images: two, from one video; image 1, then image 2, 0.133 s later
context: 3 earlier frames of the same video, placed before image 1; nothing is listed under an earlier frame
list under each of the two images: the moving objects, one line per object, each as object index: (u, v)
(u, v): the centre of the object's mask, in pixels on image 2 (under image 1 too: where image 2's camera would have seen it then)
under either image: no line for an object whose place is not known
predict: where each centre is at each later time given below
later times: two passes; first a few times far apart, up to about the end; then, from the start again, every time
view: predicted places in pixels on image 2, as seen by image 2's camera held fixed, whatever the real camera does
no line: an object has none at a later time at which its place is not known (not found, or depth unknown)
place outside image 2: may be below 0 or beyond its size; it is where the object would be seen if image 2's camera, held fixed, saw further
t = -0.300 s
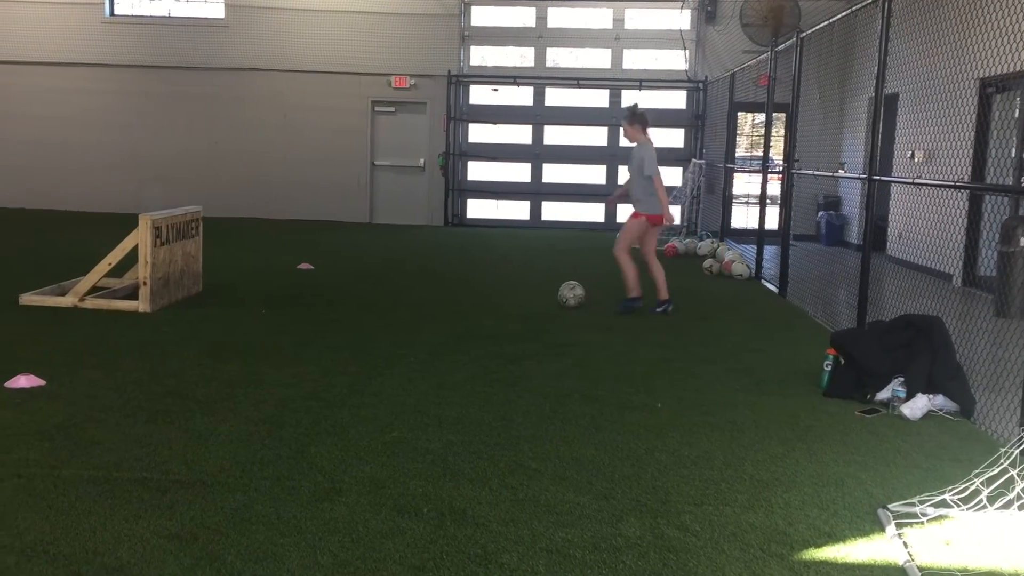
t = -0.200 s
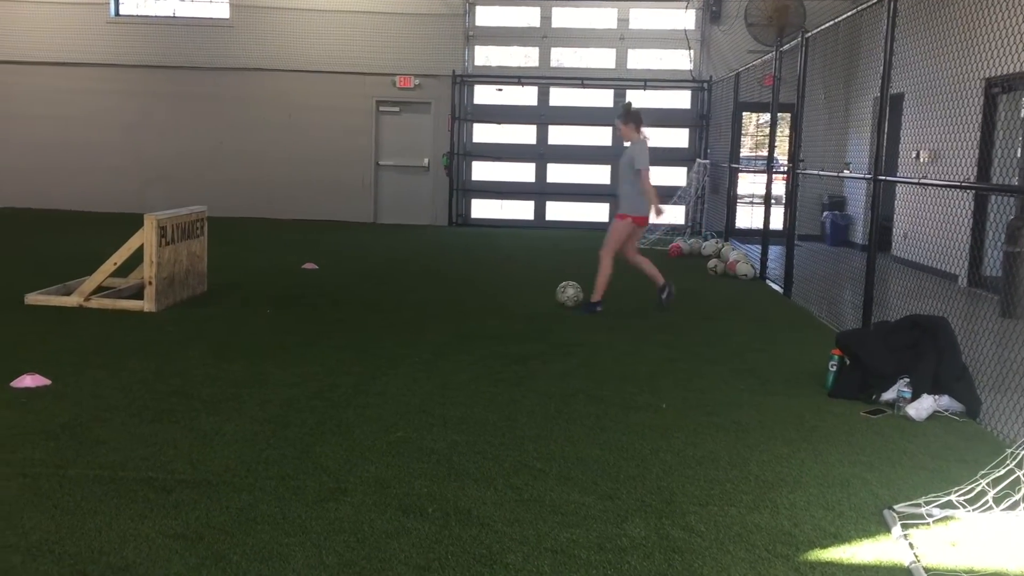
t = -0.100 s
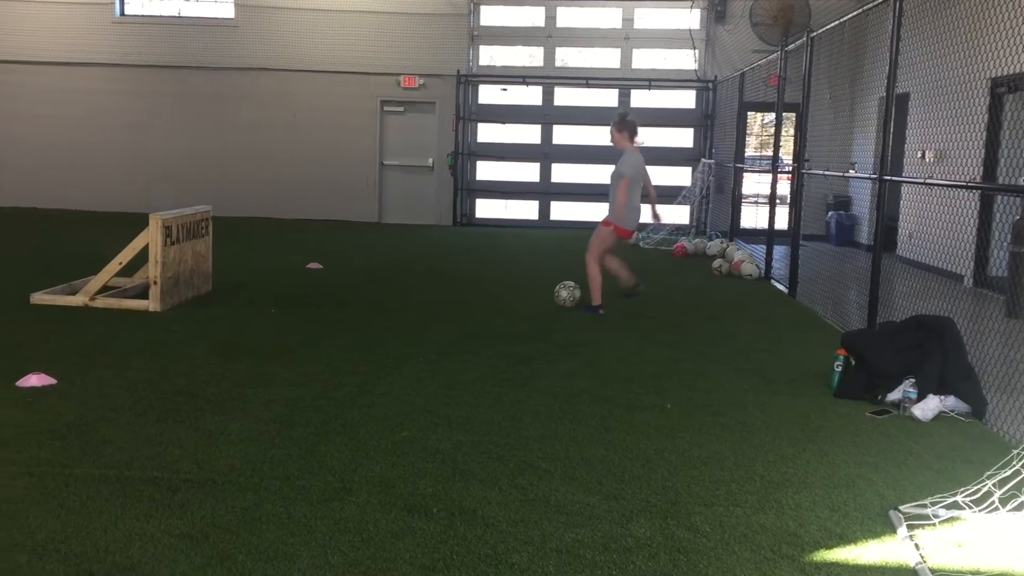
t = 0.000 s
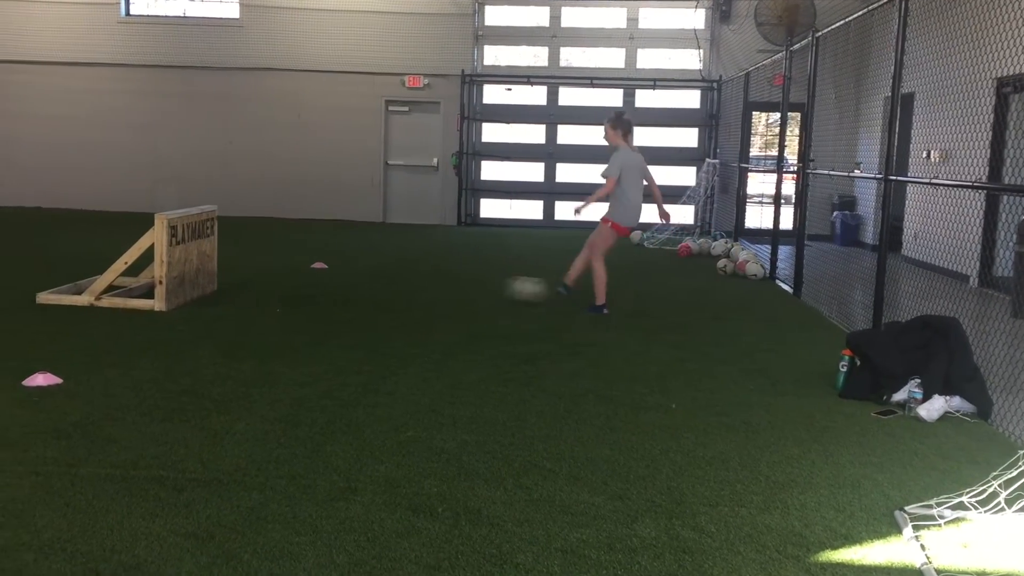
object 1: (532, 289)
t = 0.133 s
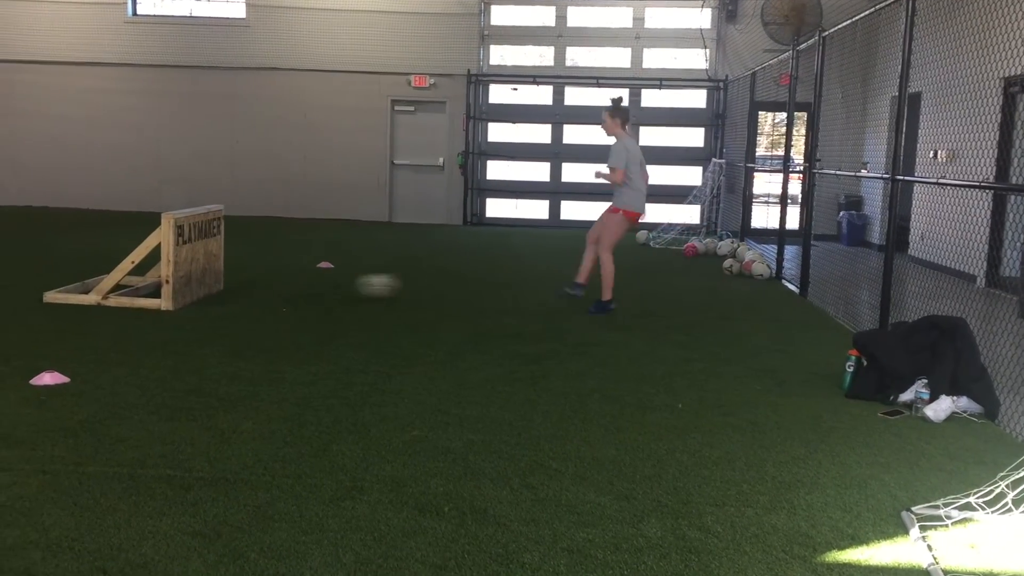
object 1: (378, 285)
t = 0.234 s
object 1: (276, 281)
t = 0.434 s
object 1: (319, 283)
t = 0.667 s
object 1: (450, 293)
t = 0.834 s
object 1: (520, 295)
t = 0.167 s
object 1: (341, 286)
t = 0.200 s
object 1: (307, 283)
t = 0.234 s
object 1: (276, 281)
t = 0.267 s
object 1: (244, 279)
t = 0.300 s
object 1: (230, 277)
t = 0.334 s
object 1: (250, 276)
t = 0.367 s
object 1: (273, 277)
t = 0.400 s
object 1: (296, 279)
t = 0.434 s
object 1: (319, 283)
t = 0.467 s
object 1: (341, 287)
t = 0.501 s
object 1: (361, 288)
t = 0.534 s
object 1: (380, 287)
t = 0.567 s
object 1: (397, 287)
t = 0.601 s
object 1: (415, 288)
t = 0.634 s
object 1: (432, 290)
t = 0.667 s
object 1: (450, 293)
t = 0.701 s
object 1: (465, 293)
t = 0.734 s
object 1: (480, 292)
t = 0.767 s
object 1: (494, 292)
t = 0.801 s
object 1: (507, 294)
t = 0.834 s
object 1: (520, 295)
